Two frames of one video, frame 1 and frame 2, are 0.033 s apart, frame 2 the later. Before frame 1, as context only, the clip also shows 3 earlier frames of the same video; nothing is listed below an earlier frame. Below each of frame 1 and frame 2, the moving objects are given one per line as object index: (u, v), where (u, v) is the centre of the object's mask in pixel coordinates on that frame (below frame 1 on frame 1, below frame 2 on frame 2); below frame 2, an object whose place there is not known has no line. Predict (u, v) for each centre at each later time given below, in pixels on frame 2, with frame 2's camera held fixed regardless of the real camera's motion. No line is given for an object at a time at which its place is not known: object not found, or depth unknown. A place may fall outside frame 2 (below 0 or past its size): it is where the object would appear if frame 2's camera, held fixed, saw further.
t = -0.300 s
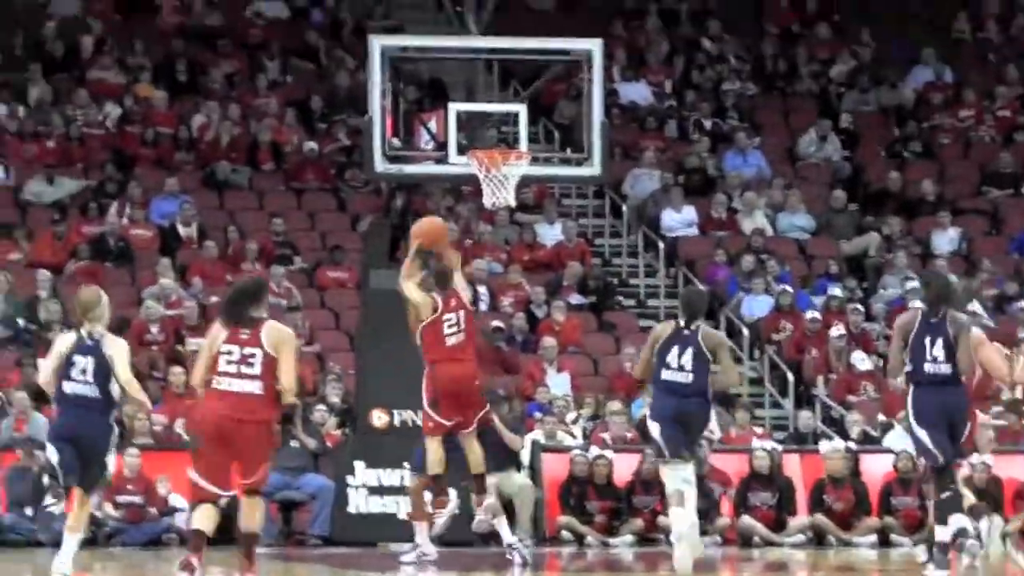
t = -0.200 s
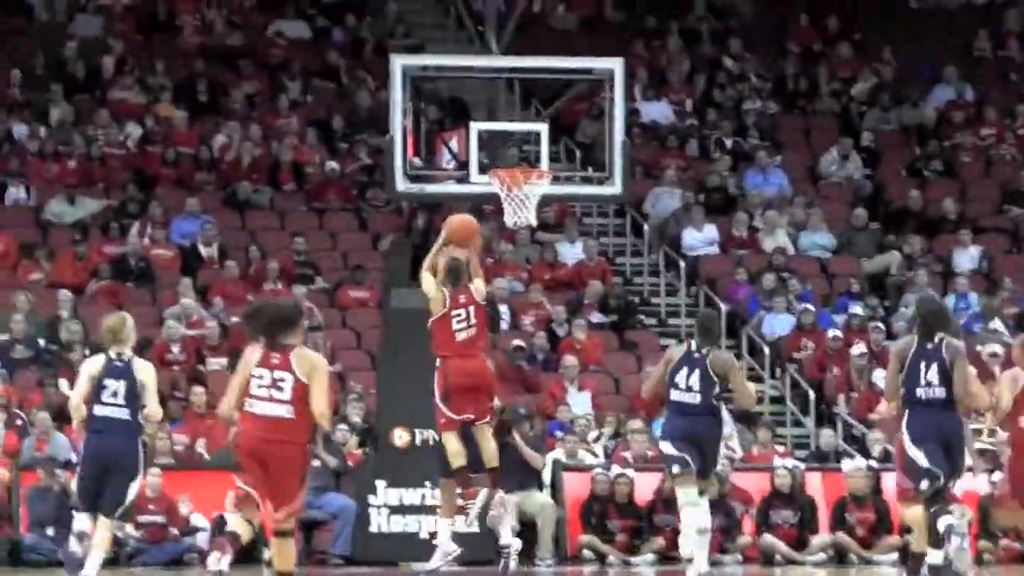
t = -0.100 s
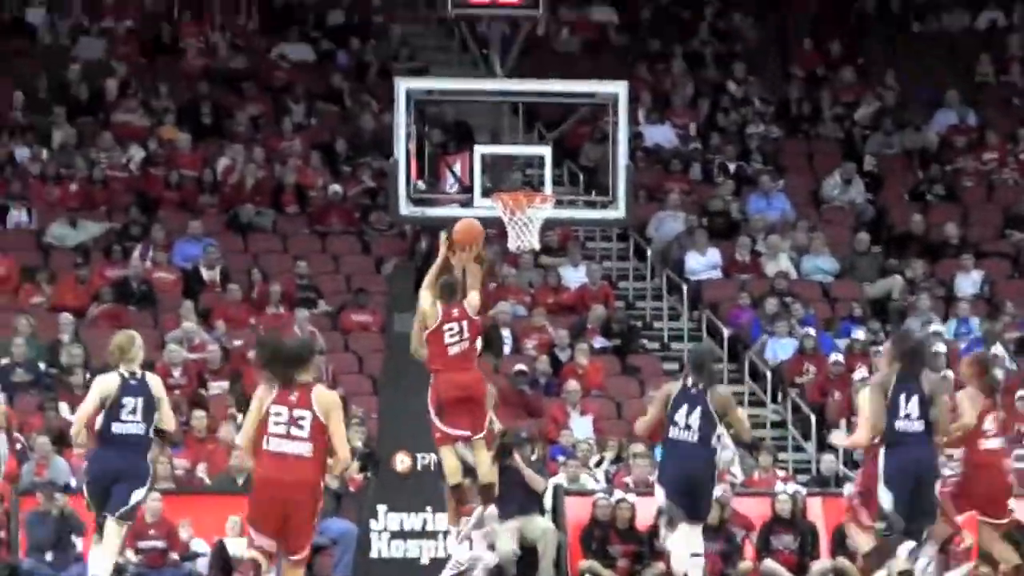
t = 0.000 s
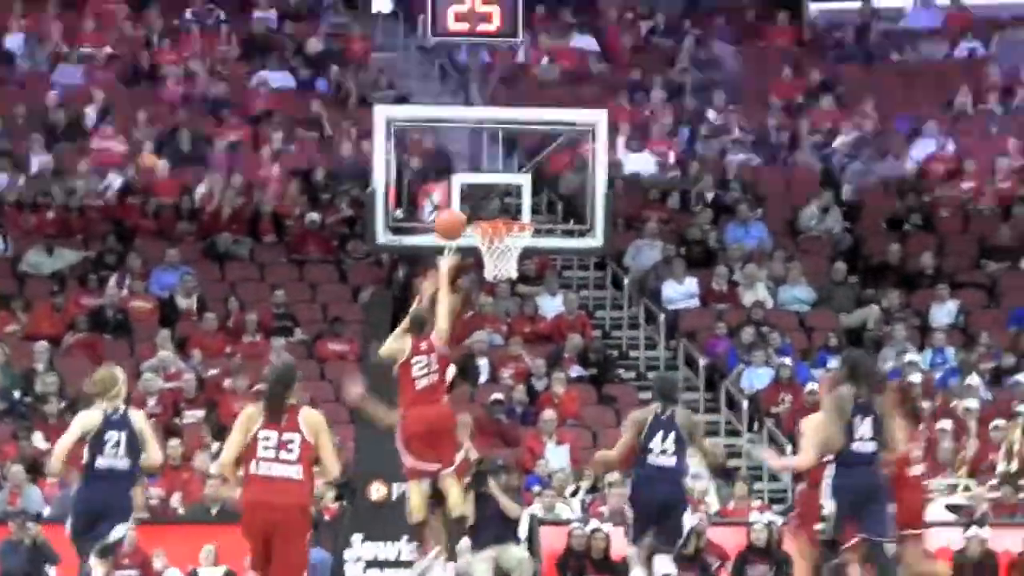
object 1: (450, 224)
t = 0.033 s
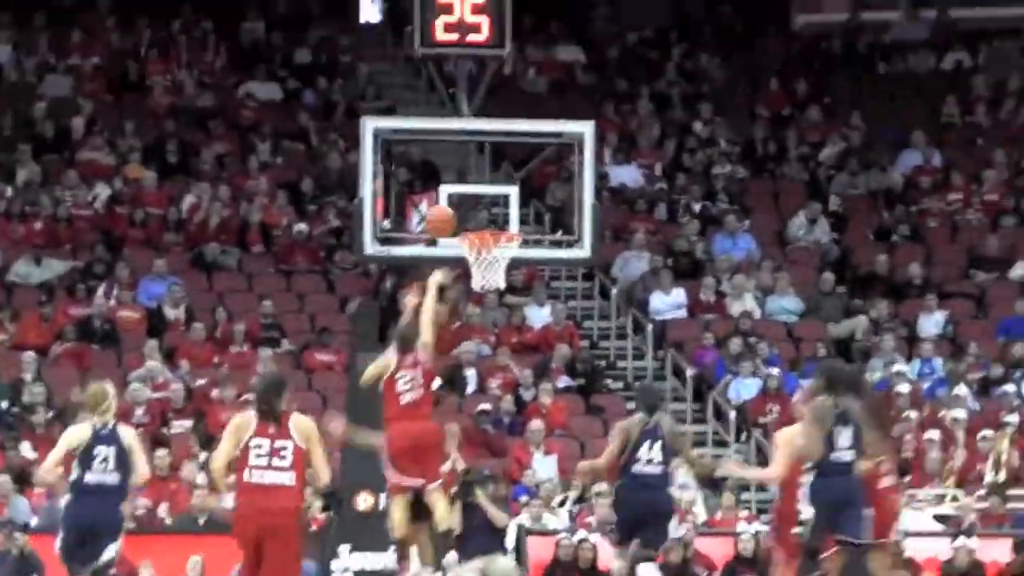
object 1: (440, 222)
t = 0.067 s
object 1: (443, 209)
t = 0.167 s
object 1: (451, 184)
